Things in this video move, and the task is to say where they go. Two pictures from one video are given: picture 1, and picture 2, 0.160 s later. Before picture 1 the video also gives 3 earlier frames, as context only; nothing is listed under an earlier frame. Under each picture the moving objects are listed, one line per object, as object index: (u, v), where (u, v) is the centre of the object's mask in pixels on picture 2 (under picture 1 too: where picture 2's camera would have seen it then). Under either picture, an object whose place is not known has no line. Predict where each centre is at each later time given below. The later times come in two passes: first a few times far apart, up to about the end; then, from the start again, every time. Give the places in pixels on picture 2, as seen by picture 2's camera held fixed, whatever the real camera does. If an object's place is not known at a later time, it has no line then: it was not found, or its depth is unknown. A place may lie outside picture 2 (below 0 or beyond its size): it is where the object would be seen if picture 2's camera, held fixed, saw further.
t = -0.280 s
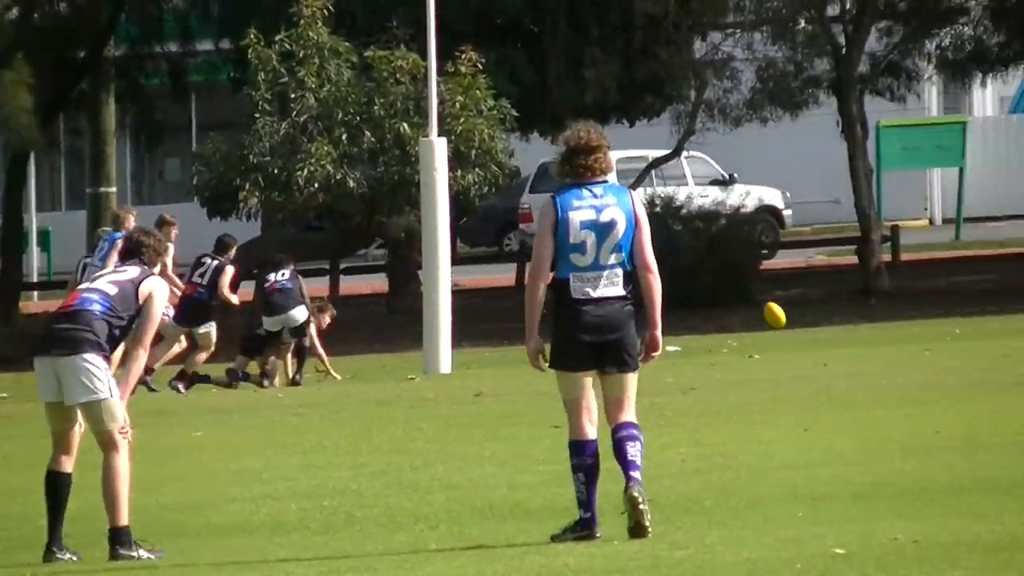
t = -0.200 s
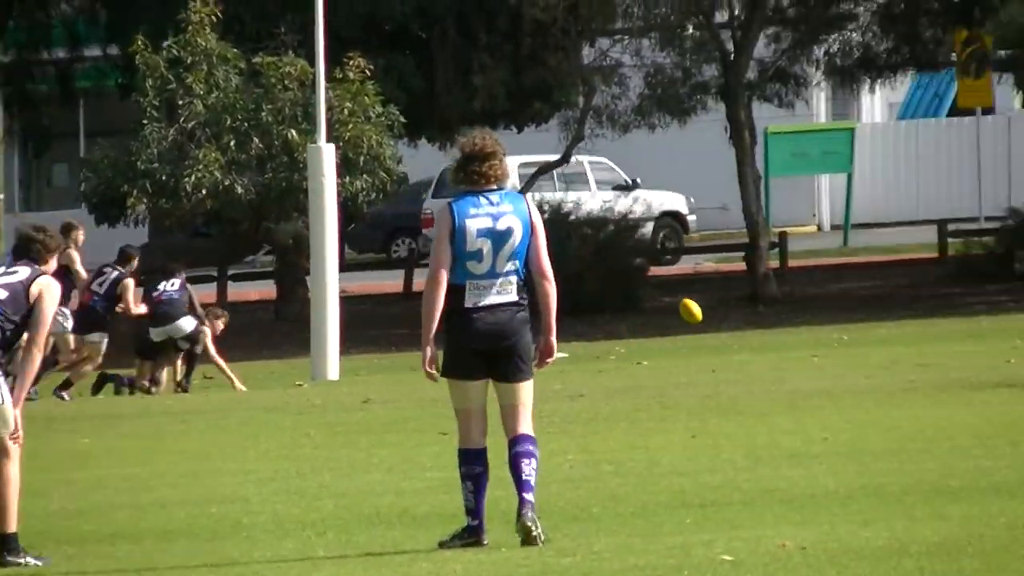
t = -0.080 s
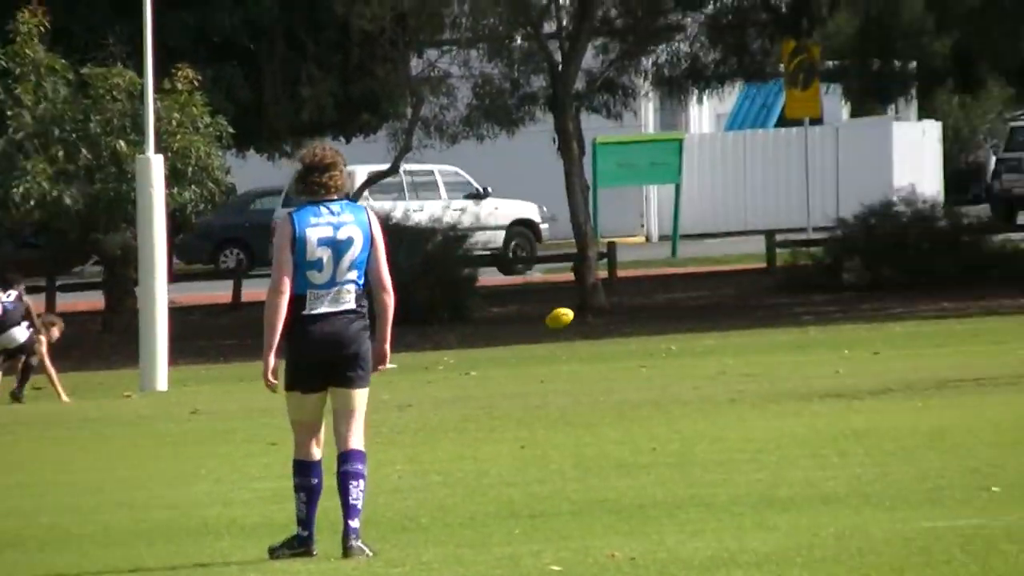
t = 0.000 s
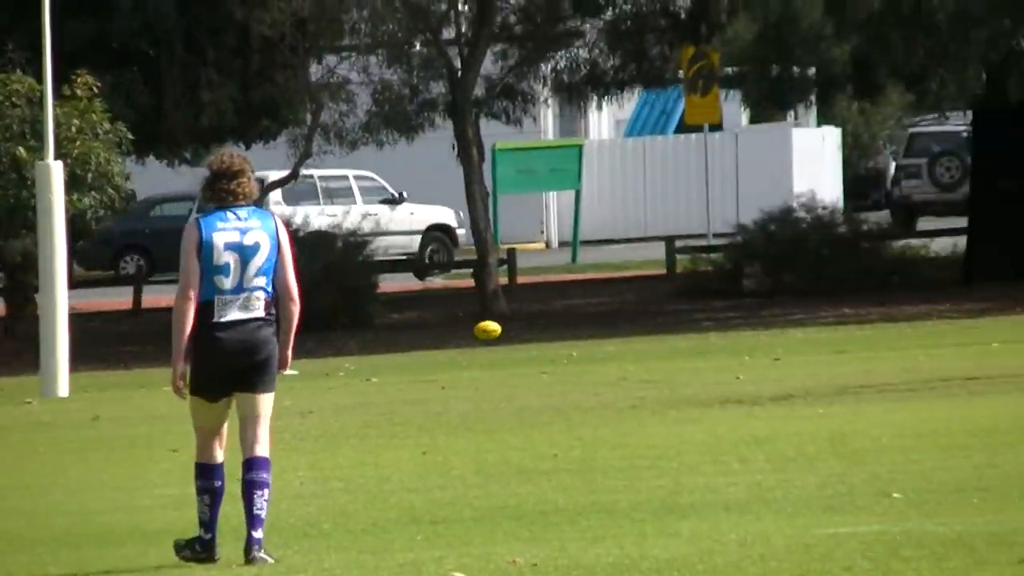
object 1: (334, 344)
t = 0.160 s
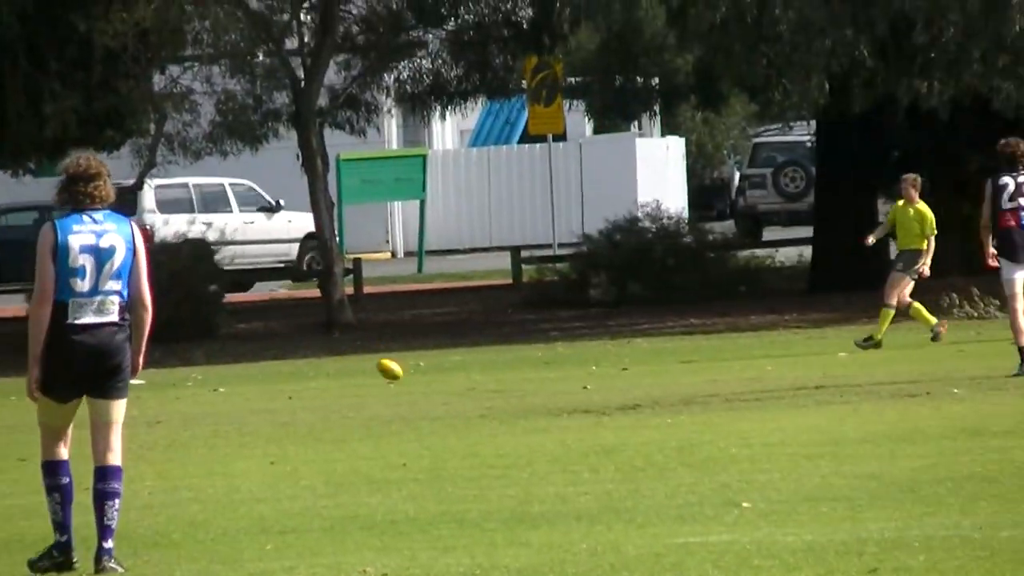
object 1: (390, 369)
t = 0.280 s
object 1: (421, 340)
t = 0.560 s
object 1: (492, 314)
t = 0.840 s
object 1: (565, 360)
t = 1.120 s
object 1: (593, 326)
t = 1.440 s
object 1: (626, 355)
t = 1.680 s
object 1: (651, 351)
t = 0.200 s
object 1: (402, 364)
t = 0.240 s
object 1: (412, 351)
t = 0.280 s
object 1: (421, 340)
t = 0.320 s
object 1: (431, 331)
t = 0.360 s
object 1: (441, 323)
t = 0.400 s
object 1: (451, 318)
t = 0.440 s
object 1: (461, 314)
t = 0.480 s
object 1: (472, 313)
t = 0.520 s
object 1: (482, 312)
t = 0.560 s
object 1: (492, 314)
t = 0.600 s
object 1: (502, 316)
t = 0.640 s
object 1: (513, 319)
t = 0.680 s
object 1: (524, 324)
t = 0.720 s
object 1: (534, 331)
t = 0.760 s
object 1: (545, 340)
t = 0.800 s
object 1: (556, 349)
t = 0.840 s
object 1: (565, 360)
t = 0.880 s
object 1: (571, 355)
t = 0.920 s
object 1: (574, 346)
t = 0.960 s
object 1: (578, 339)
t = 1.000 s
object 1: (581, 333)
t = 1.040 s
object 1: (585, 330)
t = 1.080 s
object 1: (589, 328)
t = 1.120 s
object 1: (593, 326)
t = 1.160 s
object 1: (597, 326)
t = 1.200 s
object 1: (601, 328)
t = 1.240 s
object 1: (605, 331)
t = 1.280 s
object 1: (609, 335)
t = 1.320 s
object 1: (614, 341)
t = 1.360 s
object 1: (618, 350)
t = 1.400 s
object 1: (622, 357)
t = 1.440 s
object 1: (626, 355)
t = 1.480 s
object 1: (630, 351)
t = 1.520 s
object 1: (634, 348)
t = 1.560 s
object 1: (638, 346)
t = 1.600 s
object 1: (642, 346)
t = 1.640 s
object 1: (646, 348)
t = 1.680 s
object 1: (651, 351)
